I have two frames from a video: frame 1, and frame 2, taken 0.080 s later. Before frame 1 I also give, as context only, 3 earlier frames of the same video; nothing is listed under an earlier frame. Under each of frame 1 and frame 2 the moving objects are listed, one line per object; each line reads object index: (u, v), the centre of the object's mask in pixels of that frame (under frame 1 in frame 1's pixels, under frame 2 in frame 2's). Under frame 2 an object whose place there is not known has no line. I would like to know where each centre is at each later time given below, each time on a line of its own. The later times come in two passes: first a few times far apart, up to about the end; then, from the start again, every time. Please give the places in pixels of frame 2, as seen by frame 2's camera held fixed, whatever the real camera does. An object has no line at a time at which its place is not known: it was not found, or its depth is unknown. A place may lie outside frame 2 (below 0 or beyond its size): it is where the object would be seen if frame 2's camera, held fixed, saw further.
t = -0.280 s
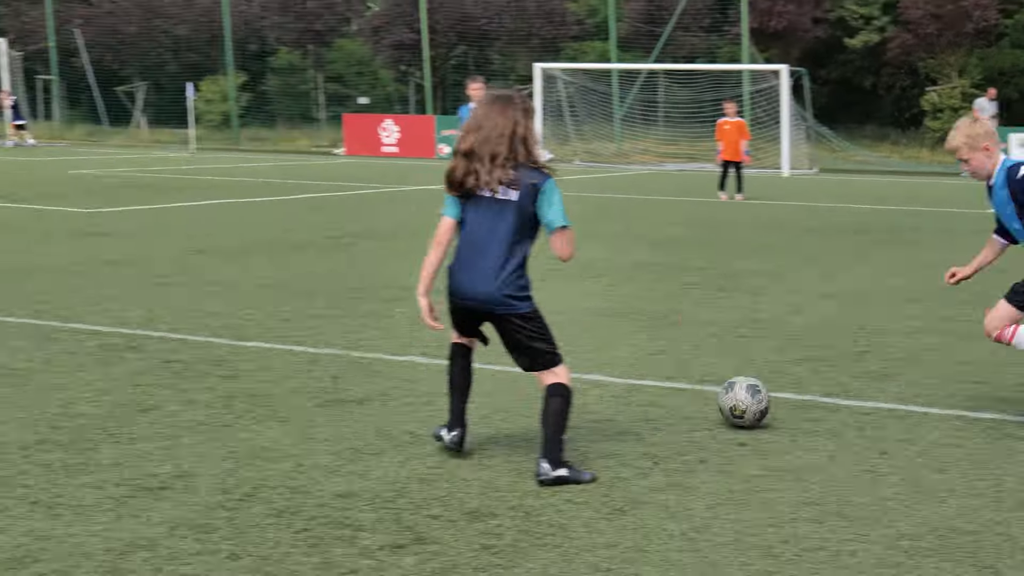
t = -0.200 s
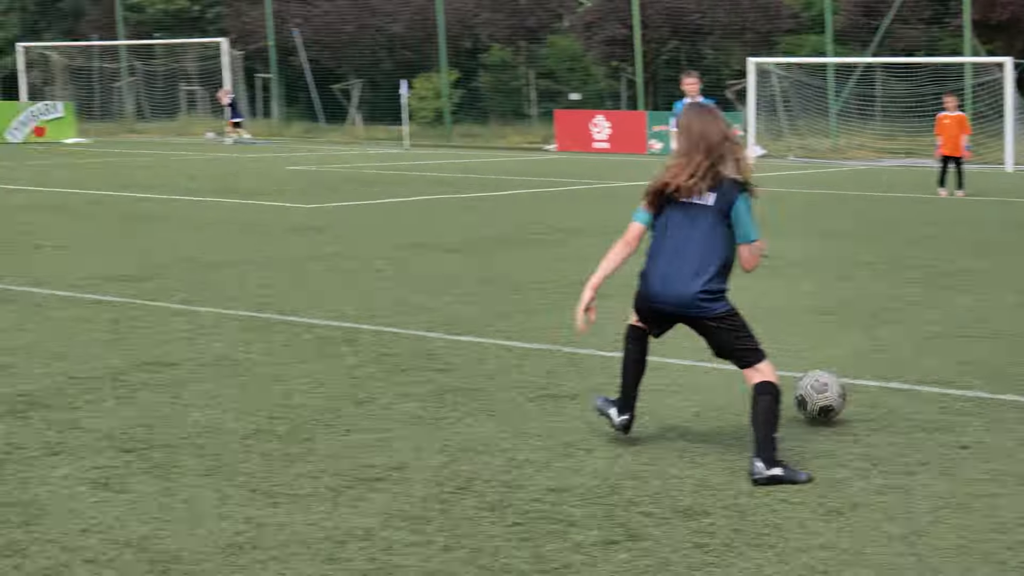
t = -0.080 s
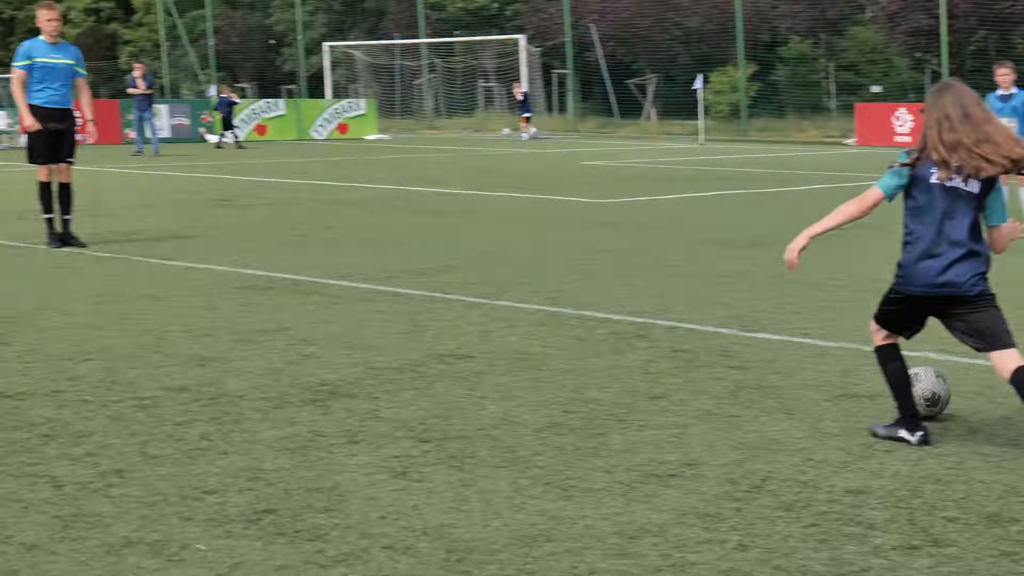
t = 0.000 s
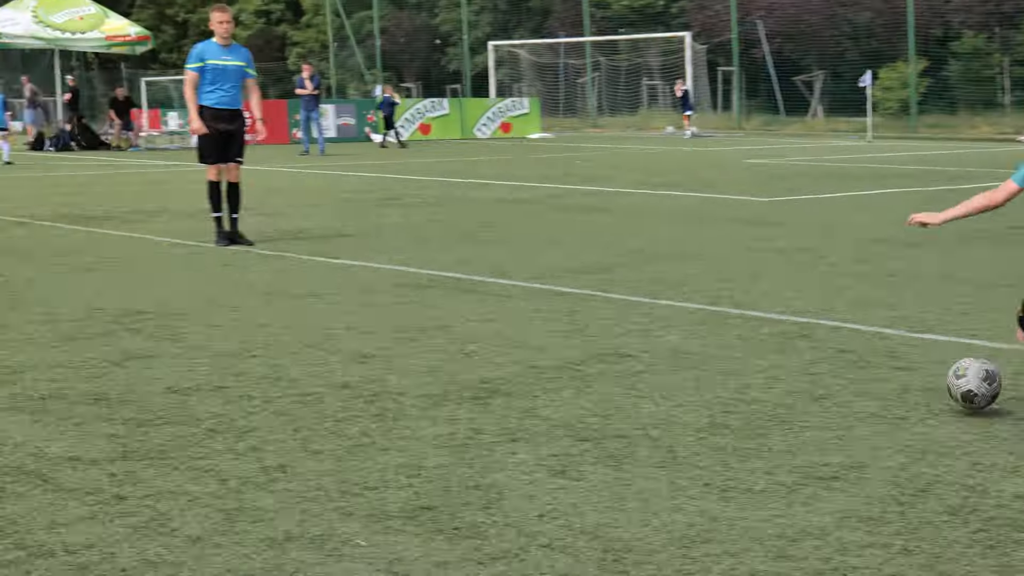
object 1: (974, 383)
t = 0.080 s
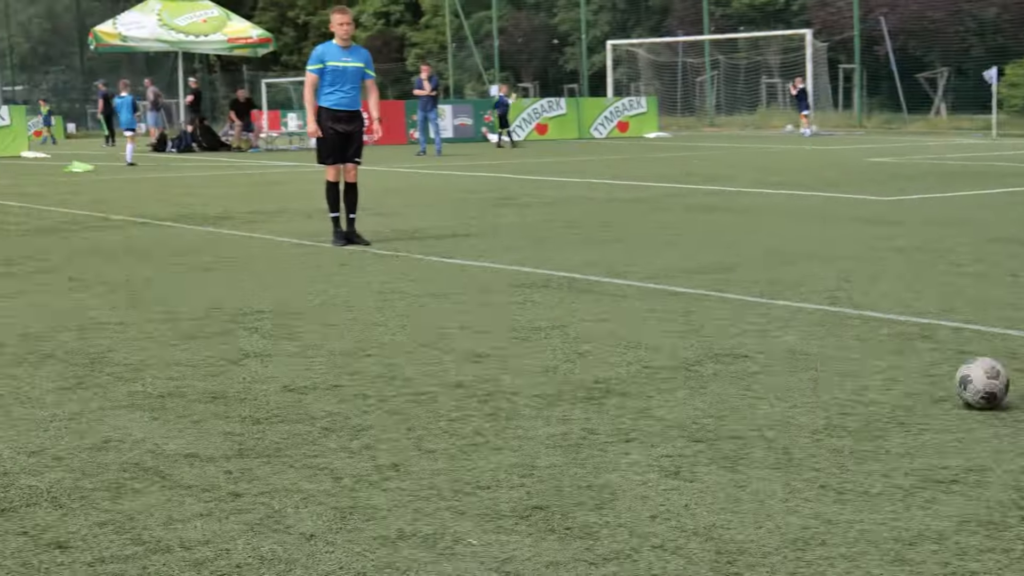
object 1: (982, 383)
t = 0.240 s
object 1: (792, 363)
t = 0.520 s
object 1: (563, 345)
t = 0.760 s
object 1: (399, 341)
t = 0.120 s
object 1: (930, 369)
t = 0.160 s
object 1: (882, 362)
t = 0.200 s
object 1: (836, 360)
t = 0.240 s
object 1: (792, 363)
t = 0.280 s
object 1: (756, 356)
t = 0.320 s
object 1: (722, 351)
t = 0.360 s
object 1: (688, 351)
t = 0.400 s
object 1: (655, 354)
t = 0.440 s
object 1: (624, 353)
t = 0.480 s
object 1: (593, 347)
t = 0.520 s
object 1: (563, 345)
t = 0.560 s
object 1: (534, 348)
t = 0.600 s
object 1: (507, 349)
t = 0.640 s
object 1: (478, 346)
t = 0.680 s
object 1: (451, 346)
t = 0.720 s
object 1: (425, 343)
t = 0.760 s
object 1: (399, 341)
